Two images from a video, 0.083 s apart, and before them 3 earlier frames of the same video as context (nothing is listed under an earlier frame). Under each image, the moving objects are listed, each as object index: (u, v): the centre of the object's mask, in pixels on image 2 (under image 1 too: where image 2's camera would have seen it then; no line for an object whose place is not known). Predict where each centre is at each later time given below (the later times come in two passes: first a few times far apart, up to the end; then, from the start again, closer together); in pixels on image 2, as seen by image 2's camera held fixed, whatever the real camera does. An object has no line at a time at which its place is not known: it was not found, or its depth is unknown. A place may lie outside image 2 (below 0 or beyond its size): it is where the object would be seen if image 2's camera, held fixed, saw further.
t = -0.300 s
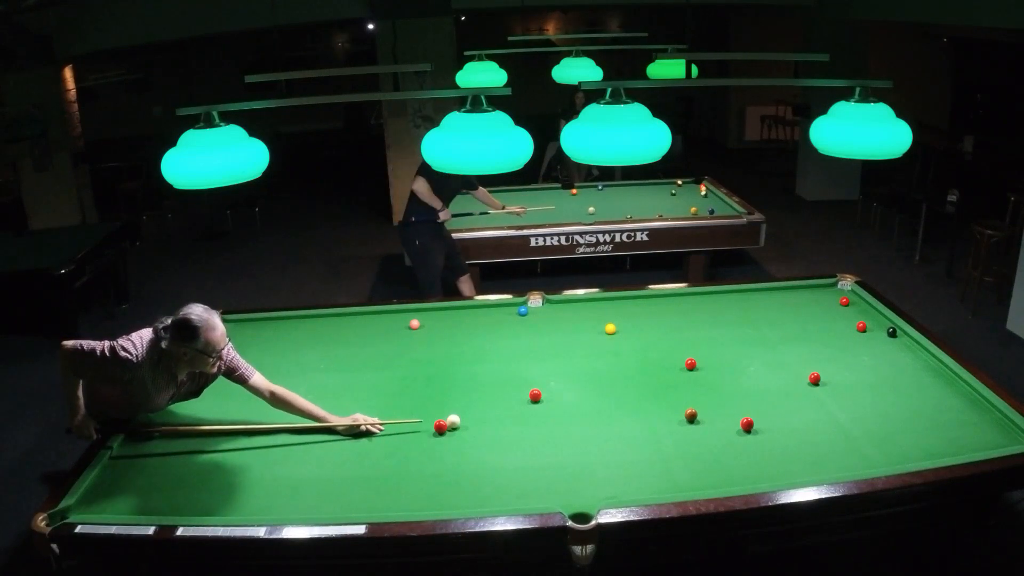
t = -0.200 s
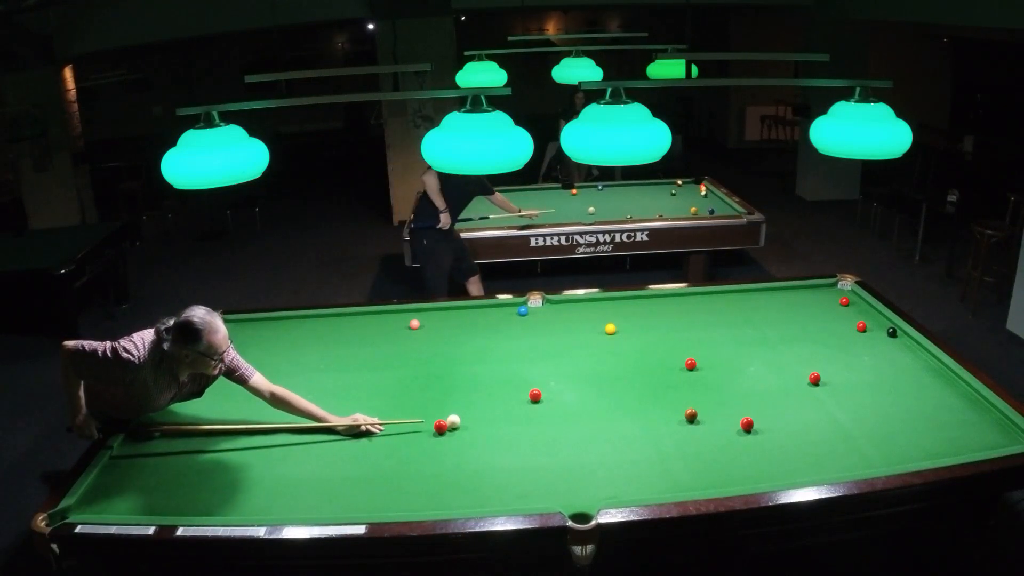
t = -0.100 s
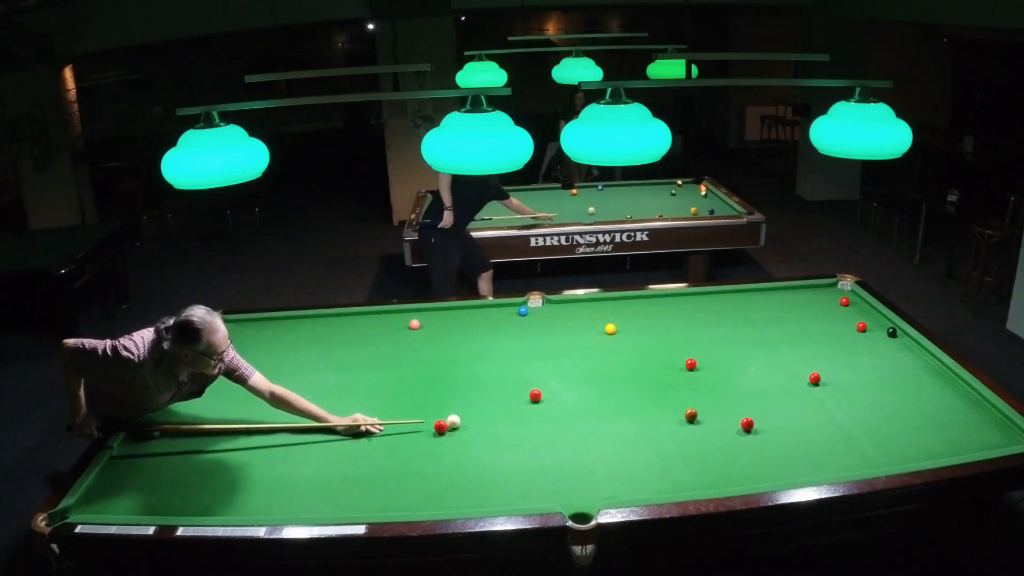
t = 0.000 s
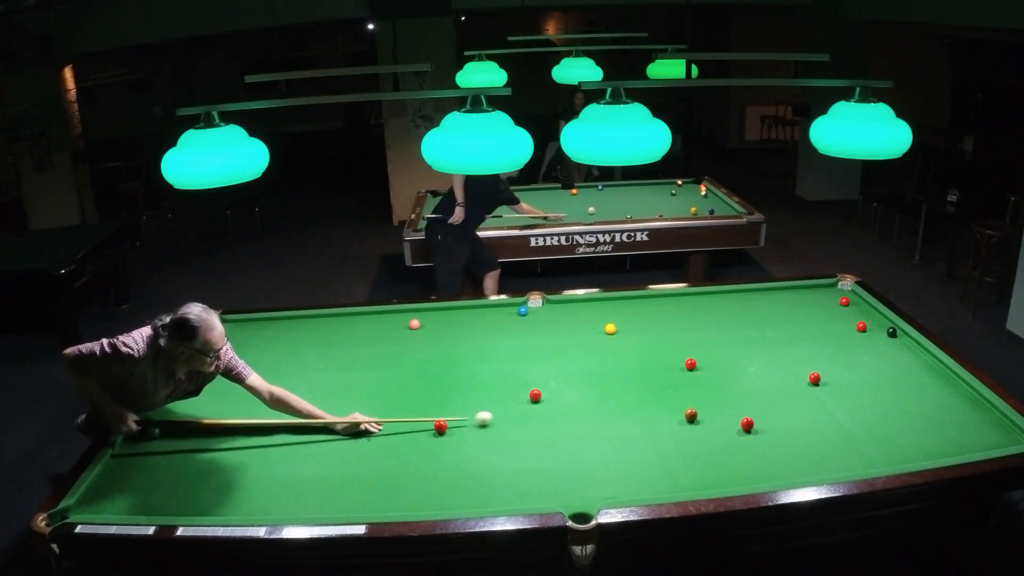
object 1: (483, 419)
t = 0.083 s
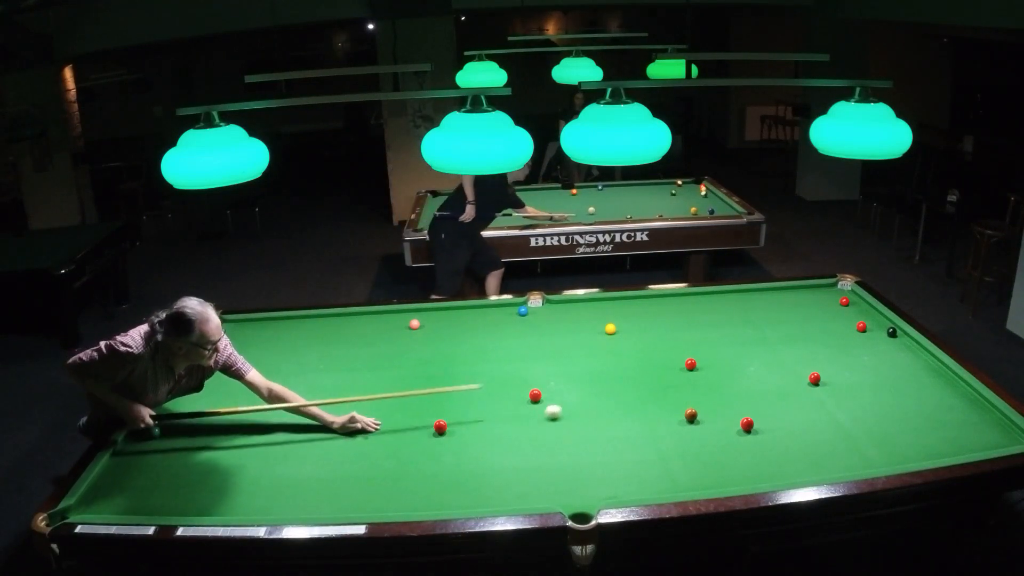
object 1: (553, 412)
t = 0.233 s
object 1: (660, 400)
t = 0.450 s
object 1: (781, 384)
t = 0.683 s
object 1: (832, 388)
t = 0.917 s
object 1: (877, 393)
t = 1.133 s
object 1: (916, 396)
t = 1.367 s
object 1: (957, 400)
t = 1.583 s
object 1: (979, 403)
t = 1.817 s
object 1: (960, 407)
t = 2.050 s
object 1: (940, 410)
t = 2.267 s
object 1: (923, 414)
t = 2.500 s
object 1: (904, 417)
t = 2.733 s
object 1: (886, 420)
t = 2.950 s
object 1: (870, 423)
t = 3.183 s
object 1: (854, 425)
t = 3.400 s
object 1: (840, 428)
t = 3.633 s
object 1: (825, 430)
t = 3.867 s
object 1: (811, 432)
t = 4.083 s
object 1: (798, 434)
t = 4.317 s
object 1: (786, 436)
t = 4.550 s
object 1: (775, 438)
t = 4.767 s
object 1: (765, 439)
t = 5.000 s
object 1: (756, 441)
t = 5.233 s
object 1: (748, 442)
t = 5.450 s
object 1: (741, 443)
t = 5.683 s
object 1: (735, 443)
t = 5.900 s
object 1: (730, 444)
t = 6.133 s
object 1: (726, 445)
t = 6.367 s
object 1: (723, 445)
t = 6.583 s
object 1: (721, 444)
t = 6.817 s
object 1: (720, 444)
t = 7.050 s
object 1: (720, 444)
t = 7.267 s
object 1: (720, 444)
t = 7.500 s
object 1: (720, 445)
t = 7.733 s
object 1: (720, 445)
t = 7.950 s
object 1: (720, 444)
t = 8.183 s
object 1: (721, 445)
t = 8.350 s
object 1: (721, 445)
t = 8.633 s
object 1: (720, 445)
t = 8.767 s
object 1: (720, 445)
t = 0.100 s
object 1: (566, 411)
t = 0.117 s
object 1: (579, 409)
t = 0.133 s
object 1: (591, 408)
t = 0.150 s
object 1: (604, 407)
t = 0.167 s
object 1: (616, 405)
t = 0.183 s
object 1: (627, 404)
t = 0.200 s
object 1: (638, 403)
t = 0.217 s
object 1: (649, 402)
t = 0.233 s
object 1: (660, 400)
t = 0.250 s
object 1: (670, 399)
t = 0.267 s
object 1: (680, 398)
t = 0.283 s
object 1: (691, 397)
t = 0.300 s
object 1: (700, 396)
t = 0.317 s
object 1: (709, 394)
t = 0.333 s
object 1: (718, 393)
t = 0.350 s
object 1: (728, 392)
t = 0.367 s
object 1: (737, 391)
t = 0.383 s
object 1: (746, 390)
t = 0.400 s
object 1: (755, 388)
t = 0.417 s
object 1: (764, 387)
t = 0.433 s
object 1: (773, 386)
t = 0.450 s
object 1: (781, 384)
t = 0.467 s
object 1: (790, 383)
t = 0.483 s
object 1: (798, 382)
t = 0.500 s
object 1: (805, 382)
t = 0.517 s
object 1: (807, 382)
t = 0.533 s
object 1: (809, 383)
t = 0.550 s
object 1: (811, 384)
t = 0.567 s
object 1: (813, 385)
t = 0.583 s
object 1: (815, 386)
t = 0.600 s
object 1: (818, 386)
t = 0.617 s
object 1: (820, 386)
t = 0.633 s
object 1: (823, 387)
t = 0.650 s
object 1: (826, 387)
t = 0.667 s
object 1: (829, 388)
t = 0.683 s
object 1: (832, 388)
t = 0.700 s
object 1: (835, 389)
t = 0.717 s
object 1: (838, 389)
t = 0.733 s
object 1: (842, 389)
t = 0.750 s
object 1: (845, 390)
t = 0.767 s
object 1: (848, 390)
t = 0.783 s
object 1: (851, 390)
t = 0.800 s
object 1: (854, 391)
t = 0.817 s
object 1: (858, 391)
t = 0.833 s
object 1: (861, 391)
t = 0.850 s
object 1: (864, 392)
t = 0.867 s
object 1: (867, 392)
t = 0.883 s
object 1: (871, 392)
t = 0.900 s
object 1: (874, 392)
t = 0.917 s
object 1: (877, 393)
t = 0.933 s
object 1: (880, 393)
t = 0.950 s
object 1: (883, 393)
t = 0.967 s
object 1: (886, 394)
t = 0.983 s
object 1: (889, 394)
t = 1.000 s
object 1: (893, 394)
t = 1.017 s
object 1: (896, 395)
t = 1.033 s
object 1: (899, 395)
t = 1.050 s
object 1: (900, 395)
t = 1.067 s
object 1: (903, 395)
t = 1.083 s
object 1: (907, 396)
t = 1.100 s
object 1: (910, 396)
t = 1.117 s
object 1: (913, 396)
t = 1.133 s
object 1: (916, 396)
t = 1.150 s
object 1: (919, 396)
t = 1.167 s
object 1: (922, 397)
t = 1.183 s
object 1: (925, 397)
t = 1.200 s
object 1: (928, 397)
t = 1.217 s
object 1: (931, 397)
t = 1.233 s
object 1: (933, 398)
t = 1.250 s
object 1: (937, 398)
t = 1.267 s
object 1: (939, 398)
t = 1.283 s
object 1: (942, 398)
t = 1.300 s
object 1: (945, 398)
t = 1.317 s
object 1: (948, 399)
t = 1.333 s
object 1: (951, 399)
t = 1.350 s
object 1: (954, 399)
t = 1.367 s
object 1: (957, 400)
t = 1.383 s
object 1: (960, 400)
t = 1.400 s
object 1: (962, 400)
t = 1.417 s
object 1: (965, 400)
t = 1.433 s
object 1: (968, 400)
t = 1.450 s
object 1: (971, 401)
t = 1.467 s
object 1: (974, 401)
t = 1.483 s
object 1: (976, 401)
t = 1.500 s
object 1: (979, 401)
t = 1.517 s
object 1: (982, 401)
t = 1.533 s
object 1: (984, 402)
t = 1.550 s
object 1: (983, 402)
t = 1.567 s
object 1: (981, 402)
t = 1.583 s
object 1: (979, 403)
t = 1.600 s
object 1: (978, 403)
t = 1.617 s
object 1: (976, 403)
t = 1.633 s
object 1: (975, 403)
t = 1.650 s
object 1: (974, 404)
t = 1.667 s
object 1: (972, 404)
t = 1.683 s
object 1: (971, 404)
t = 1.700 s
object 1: (970, 405)
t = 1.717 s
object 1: (968, 405)
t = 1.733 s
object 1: (967, 405)
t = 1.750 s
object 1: (965, 406)
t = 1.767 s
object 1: (964, 406)
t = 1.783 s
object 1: (963, 406)
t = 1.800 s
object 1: (961, 406)
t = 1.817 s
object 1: (960, 407)
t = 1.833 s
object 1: (958, 407)
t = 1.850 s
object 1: (957, 407)
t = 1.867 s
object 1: (955, 407)
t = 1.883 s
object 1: (954, 408)
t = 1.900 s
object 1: (953, 408)
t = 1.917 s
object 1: (951, 408)
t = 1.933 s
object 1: (950, 408)
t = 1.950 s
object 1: (948, 409)
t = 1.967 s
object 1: (947, 409)
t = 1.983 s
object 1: (946, 409)
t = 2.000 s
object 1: (945, 410)
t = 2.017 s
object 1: (943, 410)
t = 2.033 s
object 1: (942, 410)
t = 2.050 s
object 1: (940, 410)
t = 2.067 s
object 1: (939, 411)
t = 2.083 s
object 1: (938, 411)
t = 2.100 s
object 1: (936, 411)
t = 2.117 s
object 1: (935, 411)
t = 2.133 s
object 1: (933, 412)
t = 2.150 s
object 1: (932, 412)
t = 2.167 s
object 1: (931, 412)
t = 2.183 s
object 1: (929, 412)
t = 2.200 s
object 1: (928, 413)
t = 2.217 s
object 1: (927, 413)
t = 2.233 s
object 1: (925, 413)
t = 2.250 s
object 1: (924, 413)
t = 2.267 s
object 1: (923, 414)
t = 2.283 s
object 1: (921, 414)
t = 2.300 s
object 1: (920, 414)
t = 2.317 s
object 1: (919, 415)
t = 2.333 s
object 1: (917, 415)
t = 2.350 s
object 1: (916, 415)
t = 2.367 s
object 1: (914, 415)
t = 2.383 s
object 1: (913, 416)
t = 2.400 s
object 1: (912, 416)
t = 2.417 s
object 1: (910, 416)
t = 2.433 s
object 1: (909, 416)
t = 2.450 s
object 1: (908, 417)
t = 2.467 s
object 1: (907, 417)
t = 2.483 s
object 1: (905, 417)
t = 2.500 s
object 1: (904, 417)
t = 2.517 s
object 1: (903, 417)
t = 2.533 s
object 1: (901, 418)
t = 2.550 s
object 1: (900, 418)
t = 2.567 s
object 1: (899, 418)
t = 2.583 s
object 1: (898, 418)
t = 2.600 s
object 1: (896, 419)
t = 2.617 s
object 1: (895, 419)
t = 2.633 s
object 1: (894, 419)
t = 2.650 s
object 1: (893, 419)
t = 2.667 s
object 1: (891, 419)
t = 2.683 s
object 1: (890, 420)
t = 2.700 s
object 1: (889, 420)
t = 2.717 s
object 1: (887, 420)
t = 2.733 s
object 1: (886, 420)
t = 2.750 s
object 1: (885, 420)
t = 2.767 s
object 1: (884, 421)
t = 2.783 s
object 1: (882, 421)
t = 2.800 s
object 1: (881, 421)
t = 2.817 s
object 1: (880, 421)
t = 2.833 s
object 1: (879, 422)
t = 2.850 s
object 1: (877, 422)
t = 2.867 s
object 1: (876, 422)
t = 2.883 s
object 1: (875, 422)
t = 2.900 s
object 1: (874, 422)
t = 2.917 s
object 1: (873, 423)
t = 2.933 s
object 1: (871, 423)
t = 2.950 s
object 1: (870, 423)
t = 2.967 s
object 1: (869, 423)
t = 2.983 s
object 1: (868, 423)
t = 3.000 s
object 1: (867, 424)
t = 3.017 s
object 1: (866, 424)
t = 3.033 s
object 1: (865, 424)
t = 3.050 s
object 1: (863, 424)
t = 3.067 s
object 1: (862, 425)
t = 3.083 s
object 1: (861, 425)
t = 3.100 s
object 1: (860, 425)
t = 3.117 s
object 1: (859, 424)
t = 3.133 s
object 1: (858, 425)
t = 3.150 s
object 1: (857, 425)
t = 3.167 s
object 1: (855, 426)
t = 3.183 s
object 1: (854, 425)
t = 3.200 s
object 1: (853, 426)
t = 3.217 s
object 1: (852, 426)
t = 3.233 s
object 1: (851, 426)
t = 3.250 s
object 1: (850, 426)
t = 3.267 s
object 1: (849, 427)
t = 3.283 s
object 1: (847, 427)
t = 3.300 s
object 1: (846, 427)
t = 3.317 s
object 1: (845, 427)
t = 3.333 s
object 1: (844, 427)
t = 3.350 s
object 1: (843, 427)
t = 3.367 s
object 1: (842, 427)
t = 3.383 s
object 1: (841, 428)
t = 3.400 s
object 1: (840, 428)
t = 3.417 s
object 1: (839, 428)
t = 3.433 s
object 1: (838, 428)
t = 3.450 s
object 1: (837, 428)
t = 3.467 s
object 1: (836, 428)
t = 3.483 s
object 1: (834, 429)
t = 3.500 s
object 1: (833, 429)
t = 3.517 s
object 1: (832, 429)
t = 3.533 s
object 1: (831, 429)
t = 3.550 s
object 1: (830, 429)
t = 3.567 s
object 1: (829, 429)
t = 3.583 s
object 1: (828, 430)
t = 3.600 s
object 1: (827, 430)
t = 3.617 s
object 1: (826, 430)
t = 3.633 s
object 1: (825, 430)
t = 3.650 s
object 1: (824, 430)
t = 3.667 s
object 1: (823, 430)
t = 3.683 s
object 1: (822, 431)
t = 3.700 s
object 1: (821, 431)
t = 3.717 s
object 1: (820, 431)
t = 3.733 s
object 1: (819, 431)
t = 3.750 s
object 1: (817, 431)
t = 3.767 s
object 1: (817, 431)
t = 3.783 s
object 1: (815, 432)
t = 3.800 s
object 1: (814, 432)
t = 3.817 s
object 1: (814, 432)
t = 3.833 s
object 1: (813, 432)
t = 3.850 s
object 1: (812, 432)
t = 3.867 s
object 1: (811, 432)
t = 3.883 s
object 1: (810, 432)
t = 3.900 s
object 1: (809, 433)
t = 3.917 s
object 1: (808, 433)
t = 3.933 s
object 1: (807, 433)
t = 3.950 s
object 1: (806, 433)
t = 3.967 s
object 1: (805, 433)
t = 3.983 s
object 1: (804, 433)
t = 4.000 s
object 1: (803, 433)
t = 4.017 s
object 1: (802, 433)
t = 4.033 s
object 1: (801, 434)
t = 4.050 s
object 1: (800, 434)
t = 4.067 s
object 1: (799, 434)
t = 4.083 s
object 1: (798, 434)
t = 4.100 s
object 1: (797, 434)
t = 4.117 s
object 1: (797, 434)
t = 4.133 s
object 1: (796, 435)
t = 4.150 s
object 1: (795, 435)
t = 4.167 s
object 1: (794, 435)
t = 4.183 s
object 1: (793, 435)
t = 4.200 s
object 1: (792, 435)
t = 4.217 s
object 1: (791, 435)
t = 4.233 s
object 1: (790, 435)
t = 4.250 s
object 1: (789, 435)
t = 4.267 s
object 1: (789, 436)
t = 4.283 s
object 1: (788, 436)
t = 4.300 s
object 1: (787, 436)
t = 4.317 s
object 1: (786, 436)
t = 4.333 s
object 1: (785, 436)
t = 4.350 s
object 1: (784, 436)
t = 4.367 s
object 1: (783, 437)
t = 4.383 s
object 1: (783, 437)
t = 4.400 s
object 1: (782, 437)
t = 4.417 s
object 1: (781, 437)
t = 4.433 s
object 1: (780, 437)
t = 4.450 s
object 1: (780, 438)
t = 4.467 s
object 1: (779, 438)
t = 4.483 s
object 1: (778, 438)
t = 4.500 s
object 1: (777, 438)
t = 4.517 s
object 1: (776, 438)
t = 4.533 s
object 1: (775, 438)
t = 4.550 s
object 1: (775, 438)
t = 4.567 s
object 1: (774, 438)
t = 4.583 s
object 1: (773, 438)
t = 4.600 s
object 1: (773, 439)
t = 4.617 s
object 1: (772, 439)
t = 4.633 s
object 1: (771, 439)
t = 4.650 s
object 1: (770, 439)
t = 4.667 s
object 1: (770, 439)
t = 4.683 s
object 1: (769, 439)
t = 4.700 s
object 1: (768, 439)
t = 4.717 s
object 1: (767, 439)
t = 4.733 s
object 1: (767, 439)
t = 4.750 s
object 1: (766, 439)
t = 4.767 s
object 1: (765, 439)
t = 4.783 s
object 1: (765, 439)
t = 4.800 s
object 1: (764, 440)
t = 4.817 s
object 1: (763, 440)
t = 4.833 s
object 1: (763, 440)
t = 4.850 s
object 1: (762, 440)
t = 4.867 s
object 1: (761, 440)
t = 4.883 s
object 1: (760, 440)
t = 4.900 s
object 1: (760, 440)
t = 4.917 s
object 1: (759, 441)
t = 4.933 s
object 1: (758, 441)
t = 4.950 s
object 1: (758, 440)
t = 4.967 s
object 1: (757, 441)
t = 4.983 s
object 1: (757, 441)
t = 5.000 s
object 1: (756, 441)
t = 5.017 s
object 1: (755, 441)
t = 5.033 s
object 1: (755, 441)
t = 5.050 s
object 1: (754, 441)
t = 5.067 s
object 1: (753, 441)
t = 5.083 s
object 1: (753, 441)
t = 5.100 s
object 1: (752, 442)
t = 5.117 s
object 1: (752, 442)
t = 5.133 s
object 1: (751, 442)
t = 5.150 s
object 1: (750, 442)
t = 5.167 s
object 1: (750, 442)
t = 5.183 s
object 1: (750, 442)
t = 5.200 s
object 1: (749, 442)
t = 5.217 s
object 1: (748, 442)
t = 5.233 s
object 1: (748, 442)
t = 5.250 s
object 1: (747, 442)
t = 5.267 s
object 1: (747, 442)
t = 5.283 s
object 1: (746, 443)
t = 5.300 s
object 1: (746, 442)
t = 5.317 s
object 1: (745, 443)
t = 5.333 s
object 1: (744, 443)
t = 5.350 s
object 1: (744, 443)
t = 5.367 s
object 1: (744, 443)
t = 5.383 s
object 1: (743, 443)
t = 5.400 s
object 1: (743, 443)
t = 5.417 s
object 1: (742, 443)
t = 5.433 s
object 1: (741, 443)
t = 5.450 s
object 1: (741, 443)
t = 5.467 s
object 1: (741, 443)
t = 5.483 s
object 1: (740, 443)
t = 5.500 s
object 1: (740, 443)
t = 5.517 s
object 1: (739, 443)
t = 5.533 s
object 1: (739, 444)
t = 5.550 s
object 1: (738, 444)
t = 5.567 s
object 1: (738, 444)
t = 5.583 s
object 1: (737, 444)
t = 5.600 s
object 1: (737, 444)
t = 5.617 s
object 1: (737, 444)
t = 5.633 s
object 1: (736, 444)
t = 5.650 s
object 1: (736, 444)
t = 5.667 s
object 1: (735, 444)
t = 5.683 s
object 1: (735, 443)
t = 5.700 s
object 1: (735, 444)
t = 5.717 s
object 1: (734, 444)
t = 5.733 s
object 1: (734, 444)
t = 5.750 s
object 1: (734, 444)
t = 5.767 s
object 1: (733, 444)
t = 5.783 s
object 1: (733, 444)
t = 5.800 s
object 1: (732, 444)
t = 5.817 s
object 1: (732, 444)
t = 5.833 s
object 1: (732, 444)
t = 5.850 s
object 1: (731, 444)
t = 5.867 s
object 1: (731, 444)
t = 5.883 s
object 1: (731, 444)
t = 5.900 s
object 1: (730, 444)
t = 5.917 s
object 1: (730, 444)
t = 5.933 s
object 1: (730, 444)
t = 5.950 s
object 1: (729, 444)
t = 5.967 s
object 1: (729, 444)
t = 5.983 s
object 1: (729, 444)
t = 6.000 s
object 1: (728, 444)
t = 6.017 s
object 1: (728, 444)
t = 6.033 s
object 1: (728, 444)
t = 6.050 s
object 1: (727, 444)
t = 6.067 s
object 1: (727, 444)
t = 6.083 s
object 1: (727, 444)
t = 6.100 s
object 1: (726, 445)
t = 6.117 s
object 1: (726, 445)
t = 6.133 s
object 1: (726, 445)
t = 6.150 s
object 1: (726, 444)
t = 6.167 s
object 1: (725, 445)
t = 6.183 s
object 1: (725, 445)
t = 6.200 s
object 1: (725, 445)
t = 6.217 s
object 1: (725, 444)
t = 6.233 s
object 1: (725, 444)
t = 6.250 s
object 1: (724, 444)
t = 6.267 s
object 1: (724, 445)
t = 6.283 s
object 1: (724, 444)
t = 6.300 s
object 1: (724, 445)
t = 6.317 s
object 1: (723, 445)
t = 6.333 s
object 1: (723, 445)
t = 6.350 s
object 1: (723, 445)
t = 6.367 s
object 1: (723, 445)
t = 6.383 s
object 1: (723, 445)
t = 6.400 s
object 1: (723, 445)
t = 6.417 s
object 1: (722, 445)
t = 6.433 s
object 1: (722, 445)
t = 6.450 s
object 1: (722, 445)
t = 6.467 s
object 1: (722, 445)
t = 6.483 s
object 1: (722, 445)
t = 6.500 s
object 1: (722, 444)
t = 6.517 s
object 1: (721, 445)
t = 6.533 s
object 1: (721, 445)
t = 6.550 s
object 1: (721, 445)
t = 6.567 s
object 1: (721, 444)
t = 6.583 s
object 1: (721, 444)
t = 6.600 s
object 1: (721, 444)
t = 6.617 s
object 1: (721, 444)
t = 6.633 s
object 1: (721, 444)
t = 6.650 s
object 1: (721, 444)
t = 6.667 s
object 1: (721, 444)
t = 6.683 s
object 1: (721, 444)
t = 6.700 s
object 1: (721, 444)
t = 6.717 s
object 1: (721, 444)
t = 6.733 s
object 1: (720, 444)
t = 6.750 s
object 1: (720, 444)
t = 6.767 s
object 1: (720, 444)
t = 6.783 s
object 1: (720, 444)
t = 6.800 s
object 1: (720, 444)
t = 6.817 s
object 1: (720, 444)
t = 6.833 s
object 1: (720, 444)
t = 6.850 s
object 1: (720, 444)
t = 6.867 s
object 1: (720, 444)
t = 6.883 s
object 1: (720, 444)
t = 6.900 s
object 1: (720, 444)
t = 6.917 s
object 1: (720, 444)
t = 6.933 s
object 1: (720, 444)
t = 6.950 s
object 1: (720, 444)
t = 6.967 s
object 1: (720, 444)
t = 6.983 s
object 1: (720, 444)
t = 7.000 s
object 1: (720, 444)
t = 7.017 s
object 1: (720, 444)
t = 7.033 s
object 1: (720, 444)
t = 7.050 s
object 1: (720, 444)
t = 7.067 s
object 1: (720, 444)
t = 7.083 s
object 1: (720, 444)
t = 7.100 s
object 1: (720, 444)
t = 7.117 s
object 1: (720, 444)
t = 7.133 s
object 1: (720, 444)
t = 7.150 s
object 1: (720, 444)
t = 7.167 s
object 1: (720, 444)
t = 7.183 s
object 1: (720, 444)
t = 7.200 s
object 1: (720, 444)
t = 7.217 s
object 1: (720, 444)
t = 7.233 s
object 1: (720, 444)
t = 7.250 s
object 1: (720, 444)
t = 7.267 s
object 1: (720, 444)
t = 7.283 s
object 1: (720, 444)
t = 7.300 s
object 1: (720, 444)
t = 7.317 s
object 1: (720, 445)
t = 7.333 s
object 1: (720, 445)
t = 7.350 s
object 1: (720, 445)
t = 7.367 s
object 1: (720, 445)
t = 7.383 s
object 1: (720, 445)
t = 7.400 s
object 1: (720, 445)
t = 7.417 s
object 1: (720, 445)
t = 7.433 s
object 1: (720, 445)
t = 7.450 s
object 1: (720, 445)
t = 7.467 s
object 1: (720, 445)
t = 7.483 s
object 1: (720, 445)
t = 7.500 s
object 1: (720, 445)
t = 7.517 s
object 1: (720, 445)
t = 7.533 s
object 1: (720, 445)
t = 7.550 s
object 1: (720, 445)
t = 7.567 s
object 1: (720, 445)
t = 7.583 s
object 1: (720, 445)
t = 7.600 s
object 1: (720, 445)
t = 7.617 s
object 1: (720, 445)
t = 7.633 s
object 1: (720, 445)
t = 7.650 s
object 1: (720, 445)
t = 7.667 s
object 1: (720, 445)
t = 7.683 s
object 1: (720, 445)
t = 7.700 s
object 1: (720, 445)
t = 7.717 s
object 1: (720, 445)
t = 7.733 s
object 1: (720, 445)
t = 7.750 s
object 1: (720, 445)
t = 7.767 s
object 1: (720, 445)
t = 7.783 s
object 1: (720, 445)
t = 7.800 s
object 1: (720, 445)
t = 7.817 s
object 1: (720, 445)
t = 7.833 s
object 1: (720, 445)
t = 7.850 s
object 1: (720, 445)
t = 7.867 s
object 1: (720, 445)
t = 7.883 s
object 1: (720, 445)
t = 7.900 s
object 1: (720, 445)
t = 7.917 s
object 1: (720, 444)
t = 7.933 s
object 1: (720, 444)
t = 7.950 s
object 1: (720, 444)
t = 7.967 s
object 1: (720, 445)
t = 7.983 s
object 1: (720, 445)
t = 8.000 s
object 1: (720, 445)
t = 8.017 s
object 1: (720, 445)
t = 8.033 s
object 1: (720, 445)
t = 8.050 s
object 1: (720, 445)
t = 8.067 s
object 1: (720, 445)
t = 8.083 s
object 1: (720, 445)
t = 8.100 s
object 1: (720, 445)
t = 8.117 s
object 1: (720, 445)
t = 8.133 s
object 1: (720, 445)
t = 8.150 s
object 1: (721, 445)
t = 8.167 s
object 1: (720, 445)
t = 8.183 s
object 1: (721, 445)
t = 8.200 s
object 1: (720, 445)
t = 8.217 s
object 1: (720, 445)
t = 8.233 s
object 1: (720, 445)
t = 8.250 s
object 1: (720, 445)
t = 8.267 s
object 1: (720, 445)
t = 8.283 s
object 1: (720, 445)
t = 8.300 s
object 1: (721, 445)
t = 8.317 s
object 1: (720, 445)
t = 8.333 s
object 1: (720, 445)
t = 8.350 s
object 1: (721, 445)
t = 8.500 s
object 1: (718, 445)
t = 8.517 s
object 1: (721, 445)
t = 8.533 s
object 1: (721, 445)
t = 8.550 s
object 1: (720, 445)
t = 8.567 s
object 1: (720, 445)
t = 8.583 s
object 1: (720, 445)
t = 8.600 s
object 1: (720, 445)
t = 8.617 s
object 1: (720, 445)
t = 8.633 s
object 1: (720, 445)
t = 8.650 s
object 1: (720, 445)
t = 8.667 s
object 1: (720, 445)
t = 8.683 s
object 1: (720, 445)
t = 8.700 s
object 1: (720, 445)
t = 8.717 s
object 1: (720, 445)
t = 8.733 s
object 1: (720, 445)
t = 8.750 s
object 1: (720, 445)
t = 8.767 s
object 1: (720, 445)
